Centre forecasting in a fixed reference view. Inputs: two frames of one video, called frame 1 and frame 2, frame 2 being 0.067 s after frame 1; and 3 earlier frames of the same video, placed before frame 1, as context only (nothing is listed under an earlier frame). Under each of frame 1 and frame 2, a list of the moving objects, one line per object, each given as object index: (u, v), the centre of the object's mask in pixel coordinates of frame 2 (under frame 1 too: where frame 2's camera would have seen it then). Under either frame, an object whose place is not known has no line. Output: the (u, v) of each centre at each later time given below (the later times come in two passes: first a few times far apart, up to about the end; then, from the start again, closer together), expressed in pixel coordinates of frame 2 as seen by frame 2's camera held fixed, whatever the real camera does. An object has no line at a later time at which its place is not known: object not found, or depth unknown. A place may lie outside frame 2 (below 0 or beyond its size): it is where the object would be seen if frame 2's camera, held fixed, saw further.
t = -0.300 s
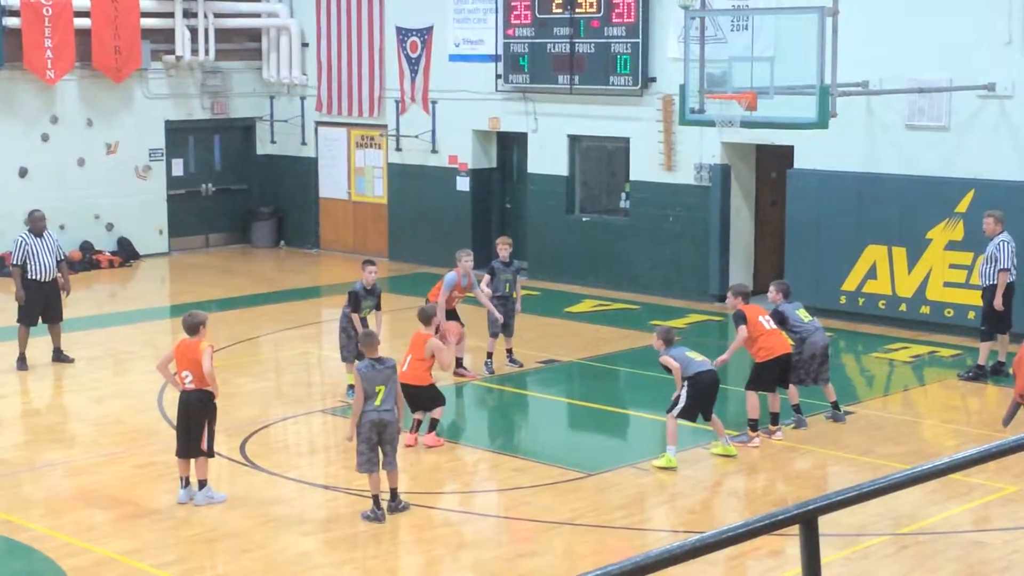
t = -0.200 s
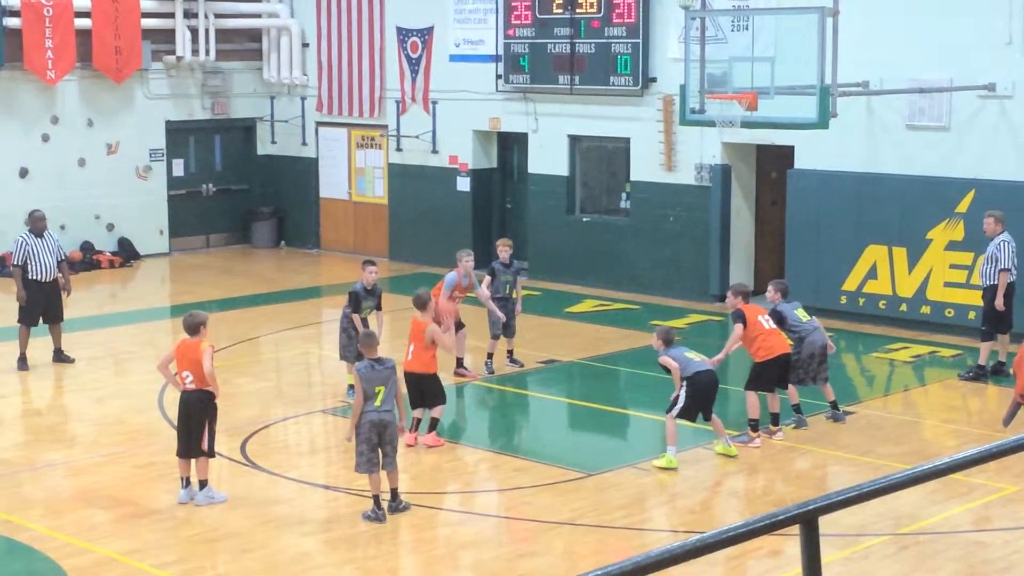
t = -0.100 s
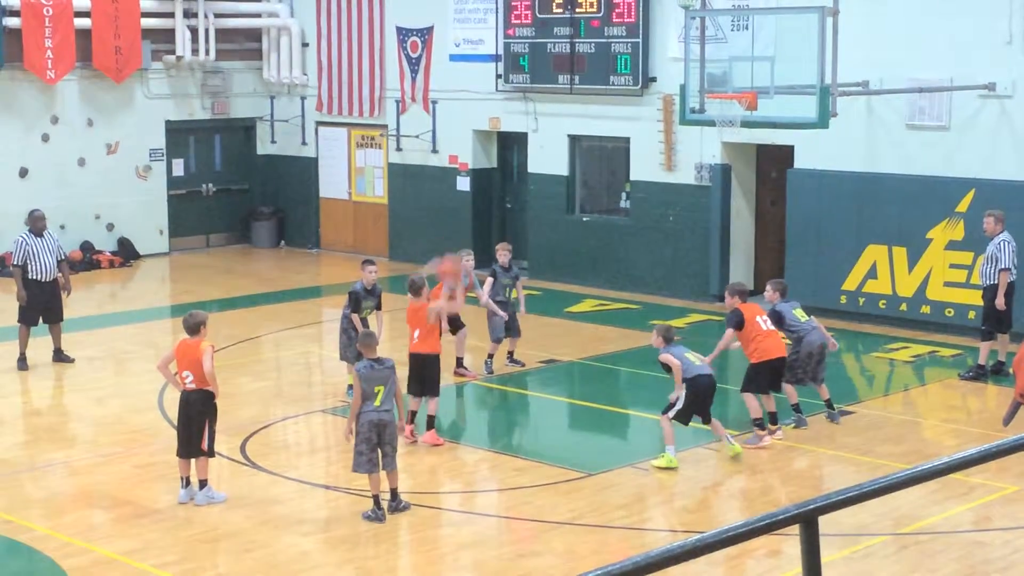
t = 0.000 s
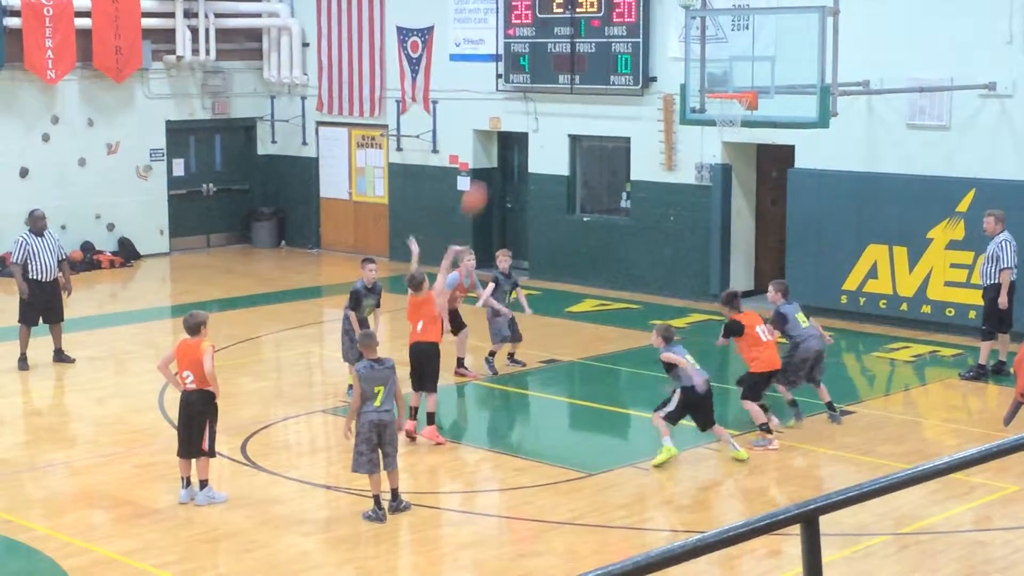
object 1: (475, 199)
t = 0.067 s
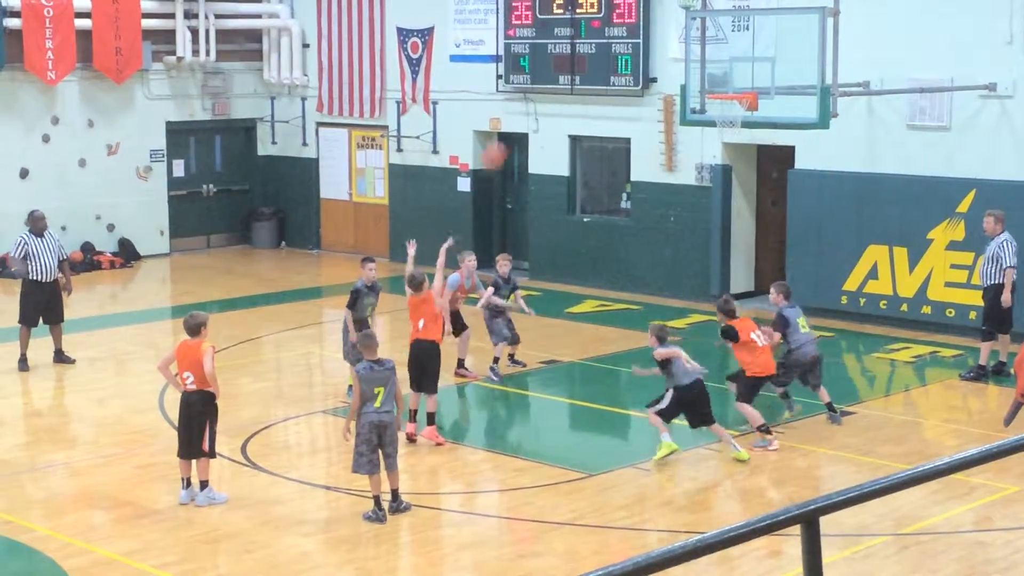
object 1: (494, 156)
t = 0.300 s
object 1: (553, 49)
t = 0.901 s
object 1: (689, 41)
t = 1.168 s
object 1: (749, 80)
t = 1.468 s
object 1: (790, 60)
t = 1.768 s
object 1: (830, 125)
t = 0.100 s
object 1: (502, 140)
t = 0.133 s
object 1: (511, 121)
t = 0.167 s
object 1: (520, 102)
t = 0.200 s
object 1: (529, 87)
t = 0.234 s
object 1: (537, 73)
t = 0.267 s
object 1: (544, 61)
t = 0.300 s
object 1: (553, 49)
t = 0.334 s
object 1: (563, 38)
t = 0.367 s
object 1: (571, 30)
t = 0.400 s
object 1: (578, 23)
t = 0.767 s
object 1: (662, 13)
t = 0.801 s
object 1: (669, 19)
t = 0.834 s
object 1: (676, 26)
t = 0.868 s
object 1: (683, 33)
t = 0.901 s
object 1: (689, 41)
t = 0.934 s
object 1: (695, 51)
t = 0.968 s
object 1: (703, 61)
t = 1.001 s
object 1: (709, 72)
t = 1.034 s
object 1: (716, 84)
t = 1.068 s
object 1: (725, 87)
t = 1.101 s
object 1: (734, 86)
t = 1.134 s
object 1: (744, 86)
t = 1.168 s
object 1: (749, 80)
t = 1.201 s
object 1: (754, 74)
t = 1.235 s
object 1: (759, 68)
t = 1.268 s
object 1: (763, 64)
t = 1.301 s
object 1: (767, 61)
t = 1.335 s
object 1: (772, 59)
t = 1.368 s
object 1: (777, 57)
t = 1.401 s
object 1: (781, 58)
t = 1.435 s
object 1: (786, 58)
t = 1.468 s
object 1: (790, 60)
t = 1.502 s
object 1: (795, 63)
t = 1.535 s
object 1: (799, 67)
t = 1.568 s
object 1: (804, 72)
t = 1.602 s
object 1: (808, 79)
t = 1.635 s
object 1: (813, 87)
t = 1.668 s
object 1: (818, 95)
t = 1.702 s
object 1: (823, 105)
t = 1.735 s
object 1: (825, 115)
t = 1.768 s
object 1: (830, 125)
